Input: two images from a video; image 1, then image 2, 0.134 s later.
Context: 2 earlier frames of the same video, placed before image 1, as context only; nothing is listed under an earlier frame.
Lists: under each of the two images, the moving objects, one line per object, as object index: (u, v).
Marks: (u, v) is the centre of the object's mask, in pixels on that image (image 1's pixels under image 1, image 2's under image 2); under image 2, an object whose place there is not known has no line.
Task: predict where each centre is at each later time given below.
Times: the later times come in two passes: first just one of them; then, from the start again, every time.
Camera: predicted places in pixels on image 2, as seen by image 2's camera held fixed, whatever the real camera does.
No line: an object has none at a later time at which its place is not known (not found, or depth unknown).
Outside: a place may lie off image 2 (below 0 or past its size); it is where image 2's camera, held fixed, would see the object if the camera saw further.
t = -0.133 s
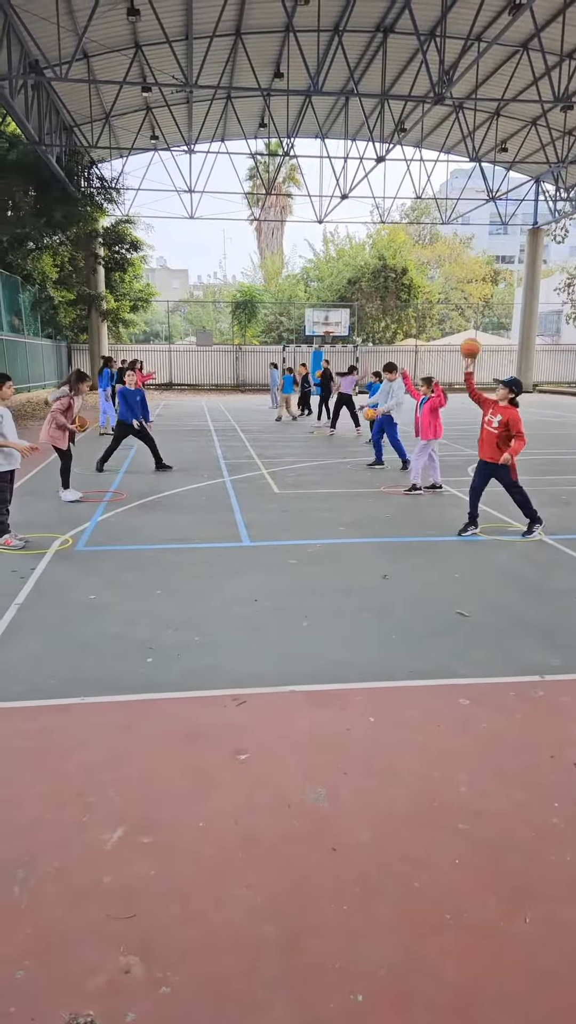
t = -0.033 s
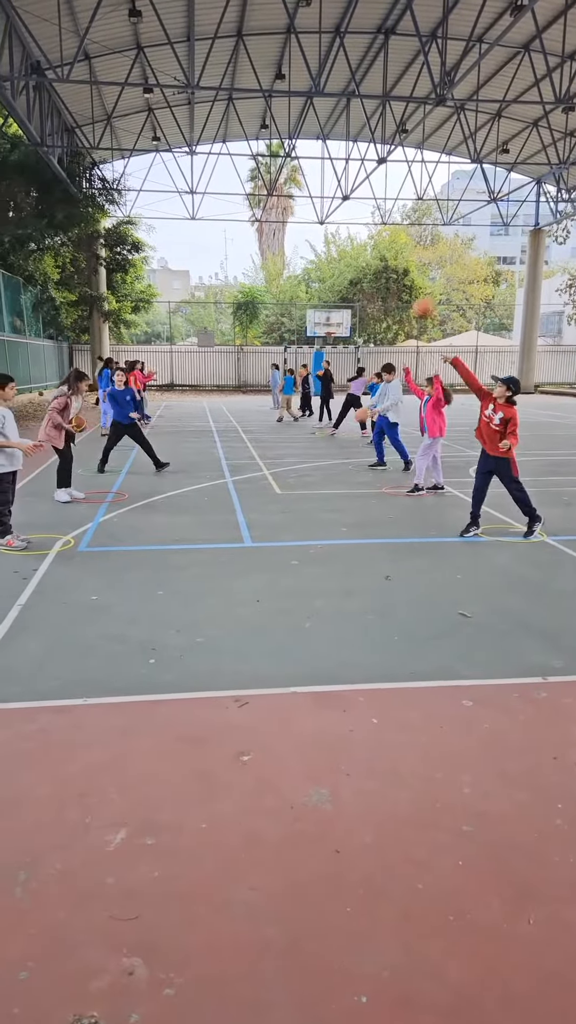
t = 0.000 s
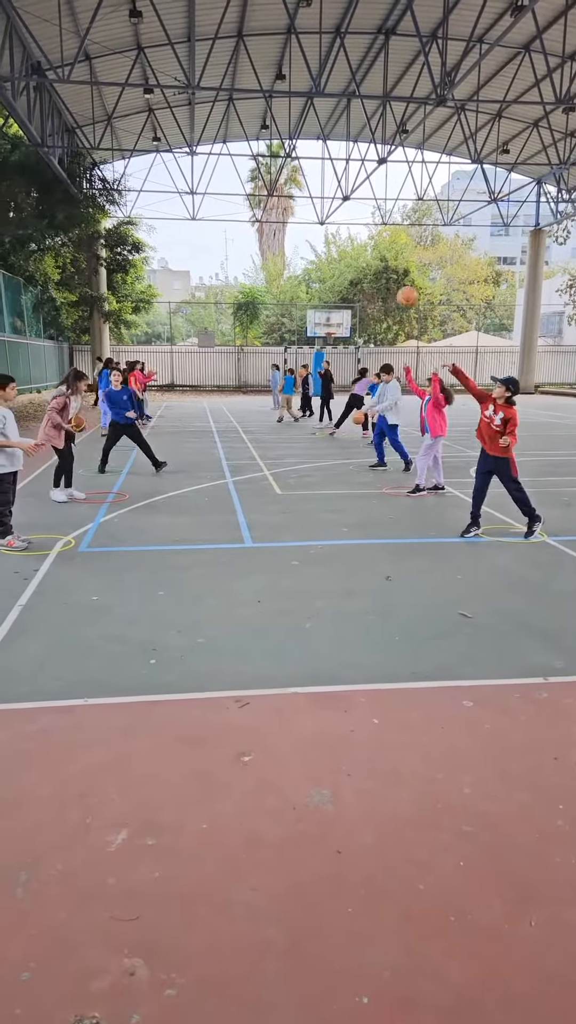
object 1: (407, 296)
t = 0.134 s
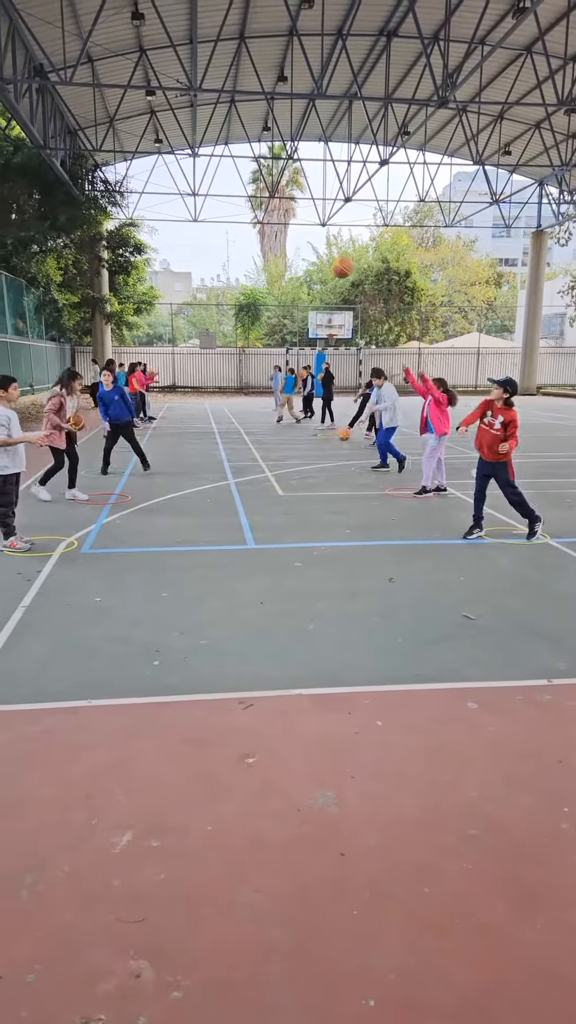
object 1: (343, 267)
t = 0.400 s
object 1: (208, 268)
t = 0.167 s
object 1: (326, 262)
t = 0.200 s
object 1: (308, 259)
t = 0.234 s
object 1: (291, 257)
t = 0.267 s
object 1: (276, 257)
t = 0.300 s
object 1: (258, 257)
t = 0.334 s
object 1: (241, 260)
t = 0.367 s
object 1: (224, 263)
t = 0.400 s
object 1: (208, 268)
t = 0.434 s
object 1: (191, 274)
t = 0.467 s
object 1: (175, 282)
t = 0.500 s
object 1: (160, 290)
